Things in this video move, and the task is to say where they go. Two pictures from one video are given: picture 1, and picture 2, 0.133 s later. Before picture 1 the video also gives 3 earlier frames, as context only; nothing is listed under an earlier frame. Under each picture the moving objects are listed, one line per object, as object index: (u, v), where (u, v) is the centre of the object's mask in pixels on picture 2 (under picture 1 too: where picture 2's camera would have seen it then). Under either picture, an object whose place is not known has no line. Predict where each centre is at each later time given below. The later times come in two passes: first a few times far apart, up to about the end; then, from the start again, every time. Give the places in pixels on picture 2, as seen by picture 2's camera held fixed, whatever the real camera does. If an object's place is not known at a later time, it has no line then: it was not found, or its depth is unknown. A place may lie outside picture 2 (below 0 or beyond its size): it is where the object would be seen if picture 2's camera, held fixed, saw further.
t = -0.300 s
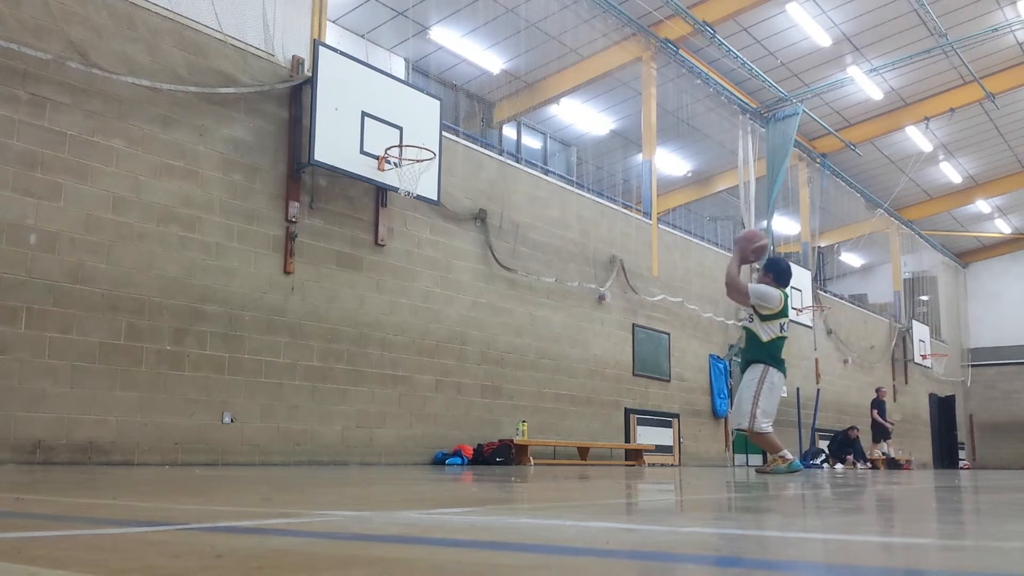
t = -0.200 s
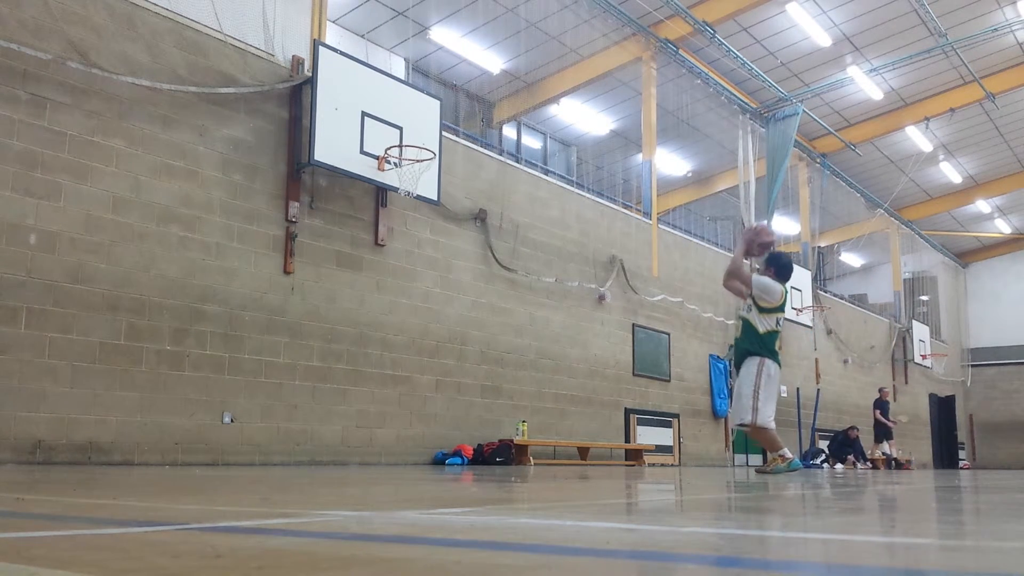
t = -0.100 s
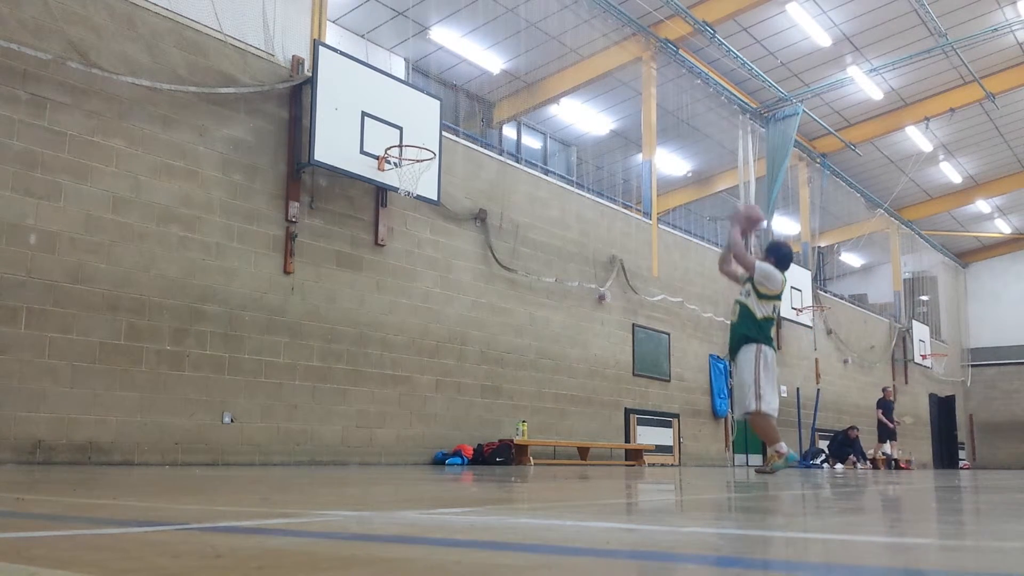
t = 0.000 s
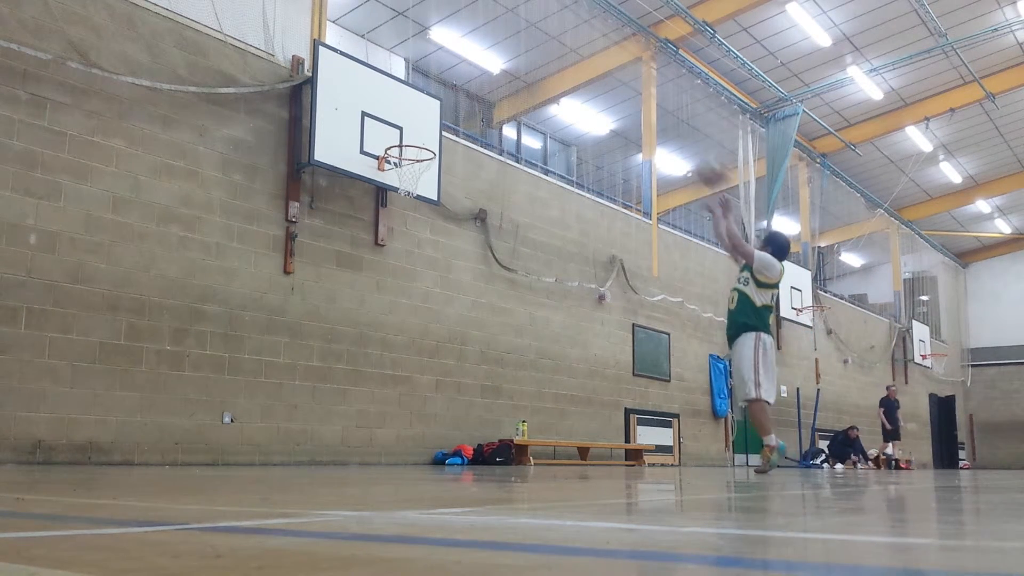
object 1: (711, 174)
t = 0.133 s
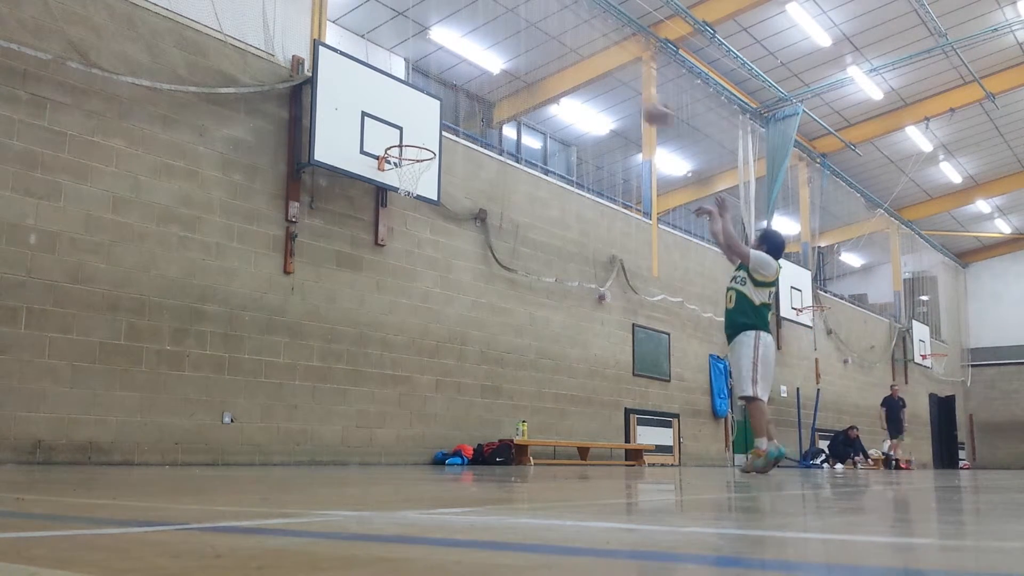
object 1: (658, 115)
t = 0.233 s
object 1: (618, 83)
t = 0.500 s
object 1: (523, 63)
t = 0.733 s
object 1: (453, 99)
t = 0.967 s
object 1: (412, 118)
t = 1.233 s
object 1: (395, 127)
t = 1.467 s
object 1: (386, 137)
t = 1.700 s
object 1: (381, 140)
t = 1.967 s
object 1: (375, 143)
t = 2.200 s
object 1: (370, 157)
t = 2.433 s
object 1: (363, 220)
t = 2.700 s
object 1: (350, 374)
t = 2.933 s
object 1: (343, 399)
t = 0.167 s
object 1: (642, 102)
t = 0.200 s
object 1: (630, 91)
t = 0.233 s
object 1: (618, 83)
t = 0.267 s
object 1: (606, 76)
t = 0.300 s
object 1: (593, 70)
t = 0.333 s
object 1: (581, 66)
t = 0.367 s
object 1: (568, 62)
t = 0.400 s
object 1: (557, 59)
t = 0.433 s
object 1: (545, 60)
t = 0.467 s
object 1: (535, 59)
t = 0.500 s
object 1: (523, 63)
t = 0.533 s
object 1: (513, 63)
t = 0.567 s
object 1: (503, 66)
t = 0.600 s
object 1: (491, 73)
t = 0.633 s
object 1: (480, 81)
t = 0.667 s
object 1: (471, 85)
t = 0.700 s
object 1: (460, 91)
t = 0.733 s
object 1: (453, 99)
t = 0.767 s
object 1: (443, 109)
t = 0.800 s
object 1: (431, 120)
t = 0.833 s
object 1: (422, 132)
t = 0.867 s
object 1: (418, 132)
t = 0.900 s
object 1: (416, 126)
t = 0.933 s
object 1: (414, 122)
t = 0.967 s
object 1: (412, 118)
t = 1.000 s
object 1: (410, 116)
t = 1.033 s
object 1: (408, 114)
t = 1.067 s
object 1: (406, 113)
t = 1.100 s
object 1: (404, 114)
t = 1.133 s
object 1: (402, 116)
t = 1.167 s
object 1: (400, 118)
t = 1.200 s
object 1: (397, 122)
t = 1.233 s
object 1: (395, 127)
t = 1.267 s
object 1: (393, 133)
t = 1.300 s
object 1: (391, 136)
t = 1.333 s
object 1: (390, 135)
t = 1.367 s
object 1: (389, 135)
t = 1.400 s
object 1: (388, 136)
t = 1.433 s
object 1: (387, 137)
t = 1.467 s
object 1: (386, 137)
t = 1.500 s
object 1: (386, 138)
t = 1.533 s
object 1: (385, 138)
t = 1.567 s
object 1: (385, 139)
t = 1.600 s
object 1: (383, 139)
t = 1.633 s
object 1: (382, 139)
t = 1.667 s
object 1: (382, 140)
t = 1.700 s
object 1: (381, 140)
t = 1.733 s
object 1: (379, 142)
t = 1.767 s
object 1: (378, 142)
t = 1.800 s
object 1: (378, 142)
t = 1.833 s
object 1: (378, 142)
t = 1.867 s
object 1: (377, 142)
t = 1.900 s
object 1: (376, 143)
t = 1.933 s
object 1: (376, 143)
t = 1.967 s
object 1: (375, 143)
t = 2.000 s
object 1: (374, 144)
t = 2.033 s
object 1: (373, 144)
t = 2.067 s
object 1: (373, 145)
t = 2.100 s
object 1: (372, 147)
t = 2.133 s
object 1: (371, 150)
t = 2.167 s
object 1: (370, 153)
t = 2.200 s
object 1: (370, 157)
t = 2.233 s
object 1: (368, 163)
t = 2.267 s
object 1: (367, 169)
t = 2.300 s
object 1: (366, 178)
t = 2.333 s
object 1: (366, 187)
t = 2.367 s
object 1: (366, 196)
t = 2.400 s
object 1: (364, 207)
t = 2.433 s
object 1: (363, 220)
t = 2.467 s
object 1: (361, 233)
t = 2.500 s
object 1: (359, 250)
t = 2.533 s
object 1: (358, 265)
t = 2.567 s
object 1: (356, 284)
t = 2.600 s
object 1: (355, 301)
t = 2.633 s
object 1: (354, 324)
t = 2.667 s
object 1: (352, 347)
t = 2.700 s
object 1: (350, 374)
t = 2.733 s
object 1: (349, 396)
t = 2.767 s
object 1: (347, 422)
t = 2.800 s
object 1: (345, 446)
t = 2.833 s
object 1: (345, 446)
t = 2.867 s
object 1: (344, 428)
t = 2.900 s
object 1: (344, 413)
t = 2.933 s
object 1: (343, 399)
